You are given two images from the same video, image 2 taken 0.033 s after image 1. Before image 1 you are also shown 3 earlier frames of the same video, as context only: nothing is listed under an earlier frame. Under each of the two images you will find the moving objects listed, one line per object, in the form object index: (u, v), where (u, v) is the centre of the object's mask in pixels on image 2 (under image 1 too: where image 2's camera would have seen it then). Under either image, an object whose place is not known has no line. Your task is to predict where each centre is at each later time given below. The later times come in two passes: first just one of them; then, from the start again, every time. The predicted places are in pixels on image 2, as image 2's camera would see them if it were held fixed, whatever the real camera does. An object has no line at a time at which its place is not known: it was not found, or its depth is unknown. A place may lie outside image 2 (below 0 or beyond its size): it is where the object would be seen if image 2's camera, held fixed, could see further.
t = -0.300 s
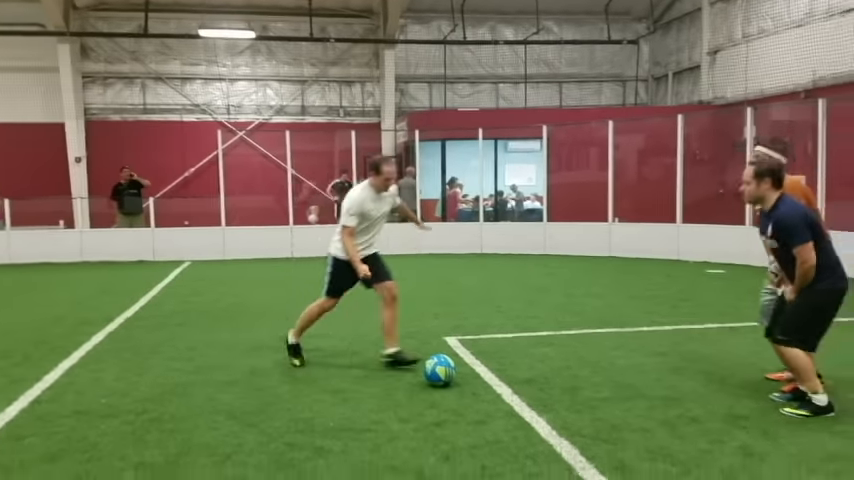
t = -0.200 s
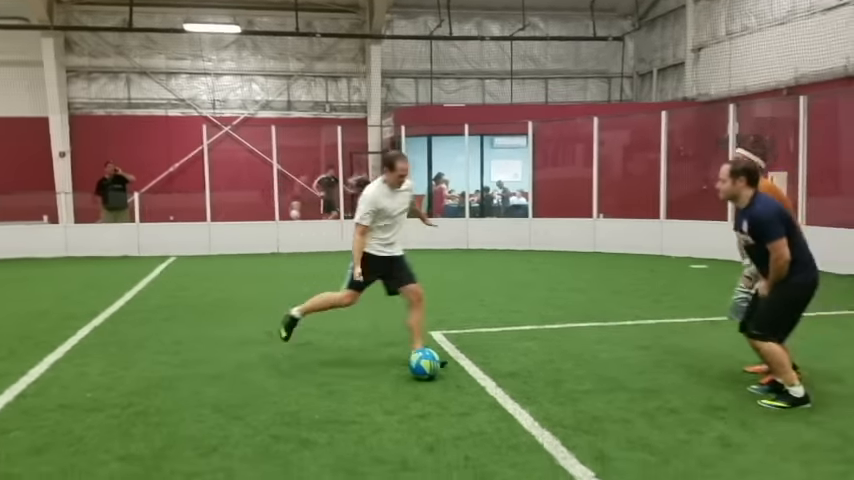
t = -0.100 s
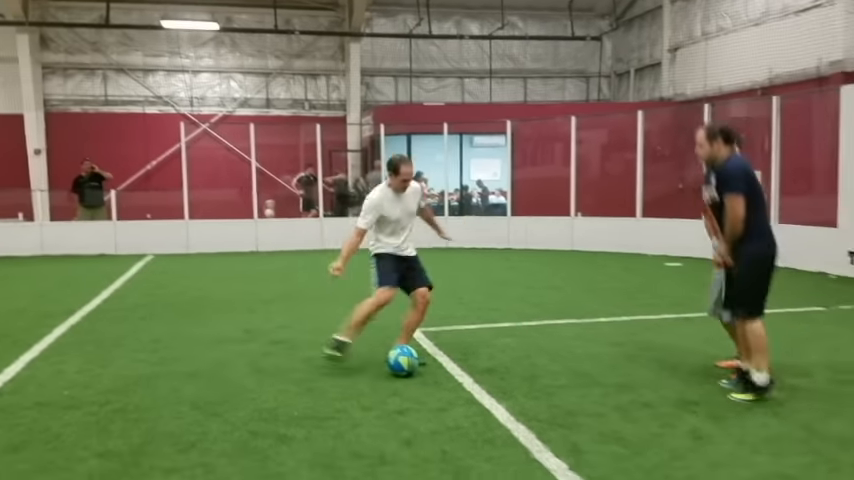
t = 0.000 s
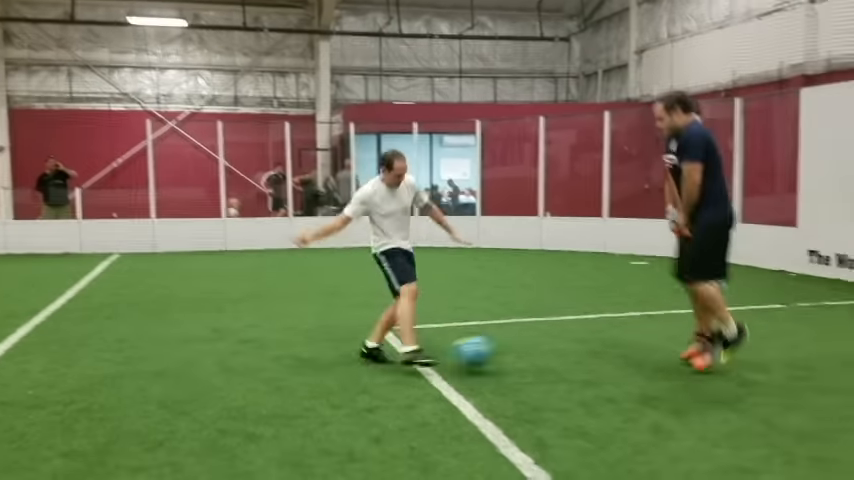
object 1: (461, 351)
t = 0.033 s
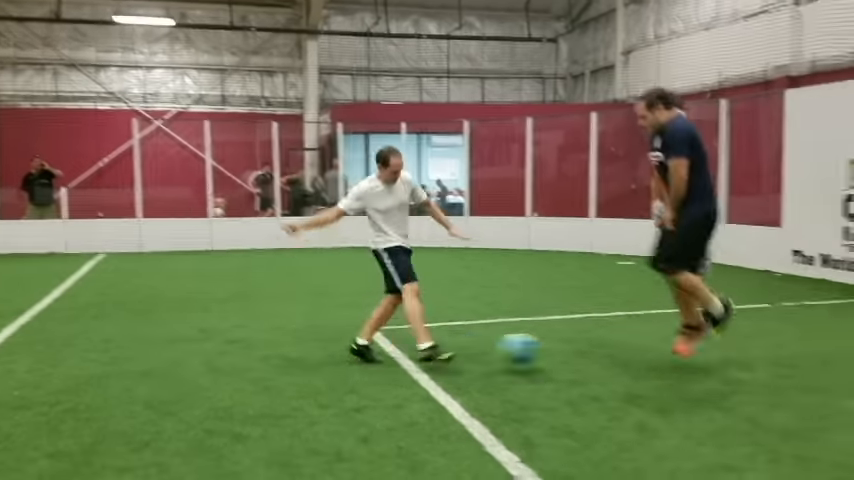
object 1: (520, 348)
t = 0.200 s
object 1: (816, 358)
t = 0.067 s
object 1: (578, 346)
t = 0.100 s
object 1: (636, 346)
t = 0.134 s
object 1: (697, 348)
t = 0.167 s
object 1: (756, 352)
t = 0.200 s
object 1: (816, 358)
